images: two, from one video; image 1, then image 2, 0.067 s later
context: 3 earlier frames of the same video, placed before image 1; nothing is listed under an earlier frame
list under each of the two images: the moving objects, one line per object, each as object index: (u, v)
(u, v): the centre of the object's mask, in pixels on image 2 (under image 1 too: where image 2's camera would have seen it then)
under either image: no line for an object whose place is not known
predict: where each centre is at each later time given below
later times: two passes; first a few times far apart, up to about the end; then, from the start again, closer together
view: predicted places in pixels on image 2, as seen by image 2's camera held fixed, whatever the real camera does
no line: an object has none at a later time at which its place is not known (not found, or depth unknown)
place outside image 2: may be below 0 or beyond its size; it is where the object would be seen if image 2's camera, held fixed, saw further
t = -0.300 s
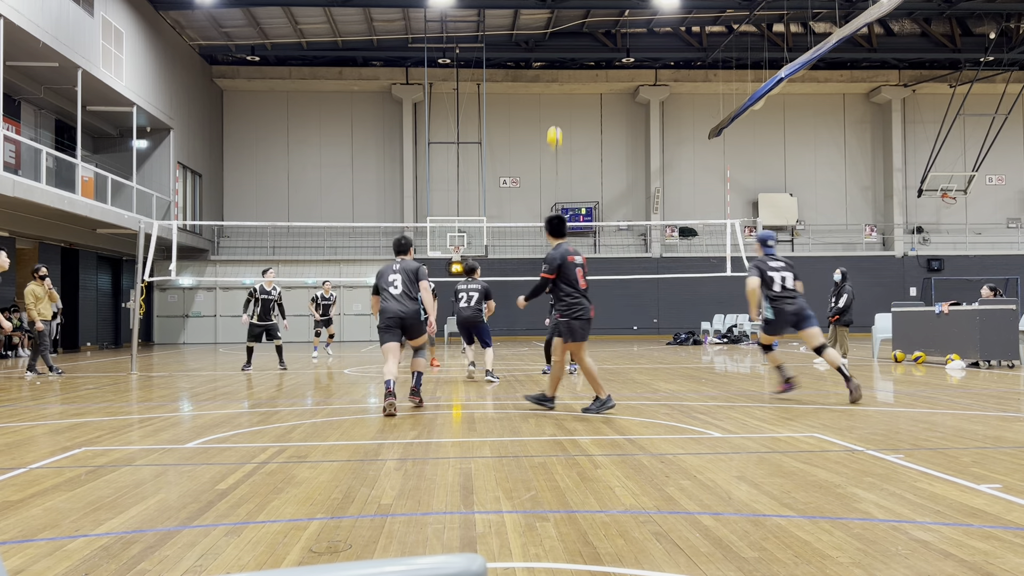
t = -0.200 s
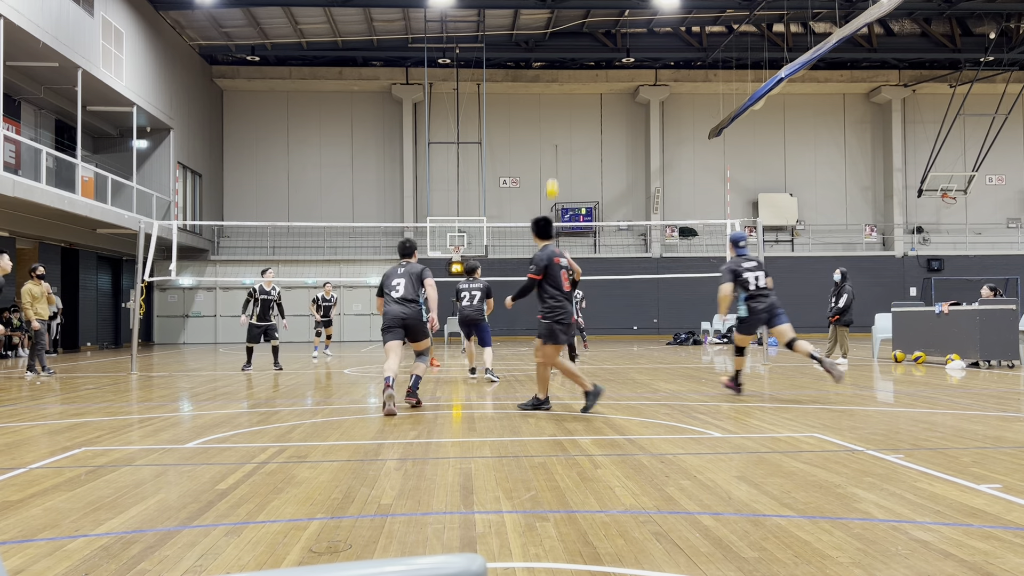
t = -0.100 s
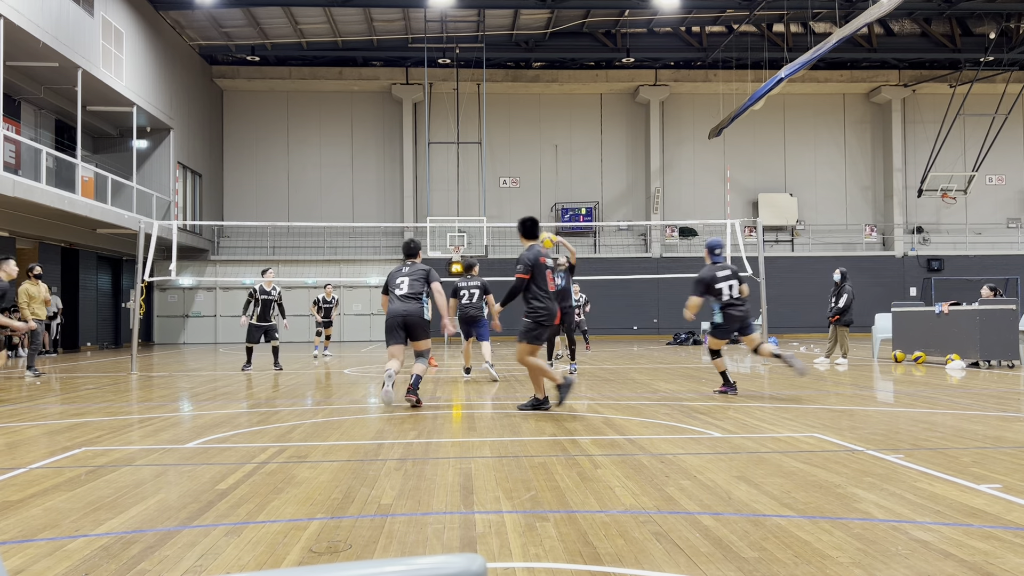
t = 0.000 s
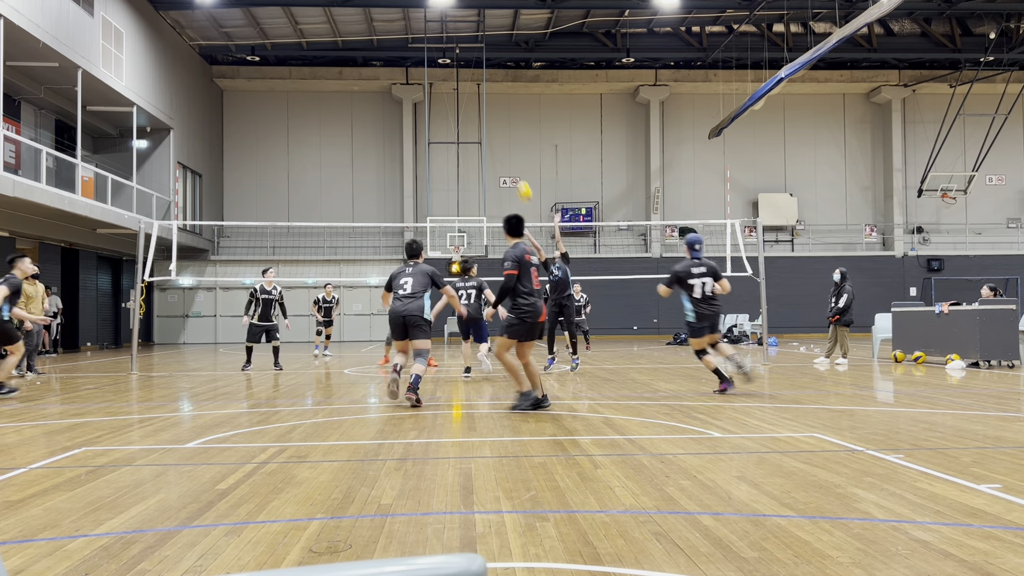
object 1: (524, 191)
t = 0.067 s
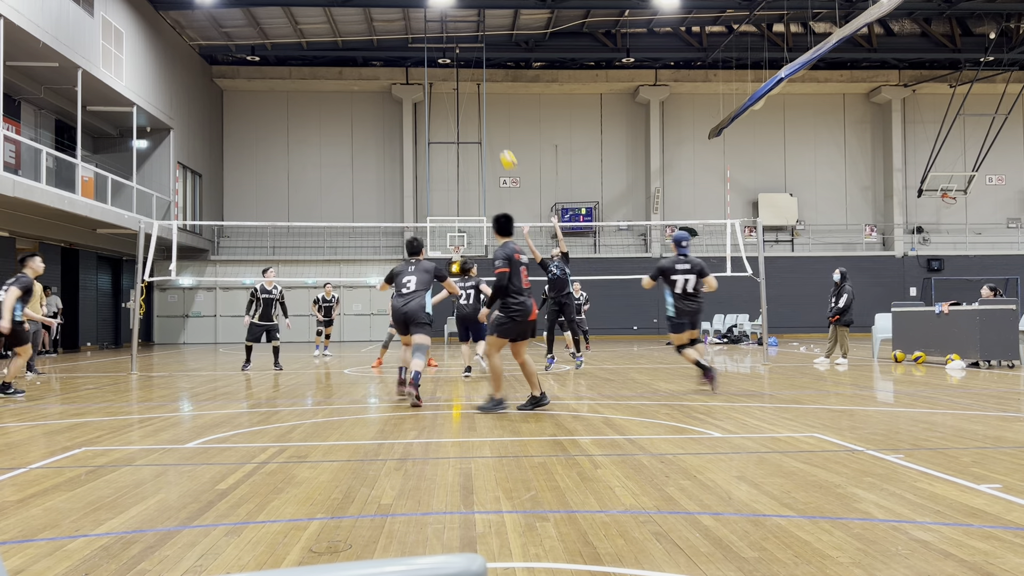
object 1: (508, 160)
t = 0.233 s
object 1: (469, 97)
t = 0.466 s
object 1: (418, 43)
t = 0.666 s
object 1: (377, 27)
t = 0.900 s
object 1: (331, 41)
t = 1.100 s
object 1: (294, 80)
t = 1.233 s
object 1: (269, 118)
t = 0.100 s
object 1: (500, 146)
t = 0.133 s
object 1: (493, 133)
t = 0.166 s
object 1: (485, 120)
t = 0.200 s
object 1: (477, 108)
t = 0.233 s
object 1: (469, 97)
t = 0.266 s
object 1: (462, 87)
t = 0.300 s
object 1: (454, 78)
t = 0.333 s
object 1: (447, 69)
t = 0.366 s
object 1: (440, 61)
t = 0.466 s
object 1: (418, 43)
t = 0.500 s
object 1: (411, 38)
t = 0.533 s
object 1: (405, 34)
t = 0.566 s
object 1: (398, 31)
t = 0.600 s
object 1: (391, 29)
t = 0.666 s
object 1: (377, 27)
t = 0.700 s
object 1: (370, 27)
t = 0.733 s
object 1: (364, 27)
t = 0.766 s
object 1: (357, 29)
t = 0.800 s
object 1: (351, 30)
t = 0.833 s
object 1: (344, 33)
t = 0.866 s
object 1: (338, 37)
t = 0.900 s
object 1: (331, 41)
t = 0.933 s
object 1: (325, 46)
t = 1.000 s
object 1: (312, 58)
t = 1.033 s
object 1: (306, 64)
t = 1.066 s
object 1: (300, 72)
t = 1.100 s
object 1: (294, 80)
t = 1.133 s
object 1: (287, 88)
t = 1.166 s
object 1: (281, 97)
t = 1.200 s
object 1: (275, 108)
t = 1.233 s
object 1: (269, 118)
